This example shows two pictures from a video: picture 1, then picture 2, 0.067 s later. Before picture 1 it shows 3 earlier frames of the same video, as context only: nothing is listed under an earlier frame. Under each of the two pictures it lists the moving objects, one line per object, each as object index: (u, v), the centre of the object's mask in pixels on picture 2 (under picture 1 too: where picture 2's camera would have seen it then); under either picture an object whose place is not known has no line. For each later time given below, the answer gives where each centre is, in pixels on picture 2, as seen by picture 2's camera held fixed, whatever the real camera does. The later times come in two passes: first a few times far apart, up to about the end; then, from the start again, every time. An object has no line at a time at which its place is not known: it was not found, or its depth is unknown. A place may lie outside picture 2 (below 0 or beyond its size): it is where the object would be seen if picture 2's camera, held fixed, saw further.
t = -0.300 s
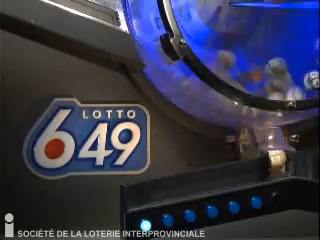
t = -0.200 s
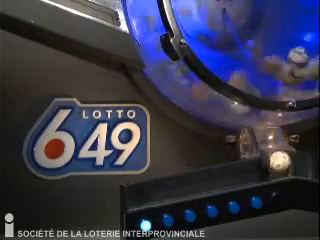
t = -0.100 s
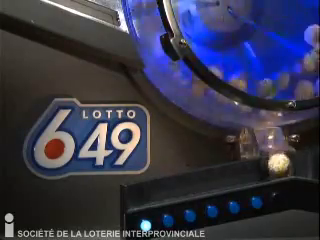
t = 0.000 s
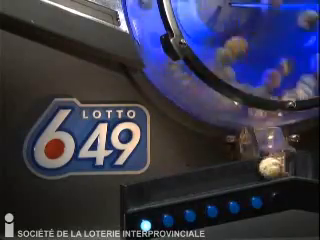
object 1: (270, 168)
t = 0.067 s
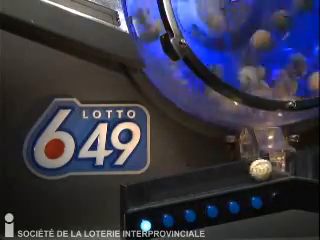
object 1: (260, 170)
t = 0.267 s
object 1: (226, 177)
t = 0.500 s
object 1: (162, 189)
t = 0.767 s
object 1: (174, 188)
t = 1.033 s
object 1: (191, 185)
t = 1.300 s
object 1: (172, 188)
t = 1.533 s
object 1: (144, 194)
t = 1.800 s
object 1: (161, 191)
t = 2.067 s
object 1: (142, 194)
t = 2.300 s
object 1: (148, 193)
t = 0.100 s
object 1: (255, 171)
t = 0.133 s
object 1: (251, 172)
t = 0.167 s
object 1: (246, 173)
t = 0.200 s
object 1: (240, 174)
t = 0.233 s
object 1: (234, 175)
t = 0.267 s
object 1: (226, 177)
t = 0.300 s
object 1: (219, 178)
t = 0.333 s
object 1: (210, 180)
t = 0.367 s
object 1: (202, 181)
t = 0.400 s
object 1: (192, 183)
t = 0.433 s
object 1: (182, 185)
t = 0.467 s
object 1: (173, 187)
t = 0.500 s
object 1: (162, 189)
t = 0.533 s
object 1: (151, 191)
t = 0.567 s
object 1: (140, 194)
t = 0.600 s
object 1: (144, 193)
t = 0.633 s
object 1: (151, 191)
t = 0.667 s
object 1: (158, 190)
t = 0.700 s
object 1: (164, 190)
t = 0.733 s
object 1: (170, 189)
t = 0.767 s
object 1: (174, 188)
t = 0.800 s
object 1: (179, 187)
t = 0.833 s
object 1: (182, 186)
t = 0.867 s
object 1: (185, 186)
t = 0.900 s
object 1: (188, 185)
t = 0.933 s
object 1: (189, 185)
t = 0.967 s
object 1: (190, 185)
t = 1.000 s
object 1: (191, 185)
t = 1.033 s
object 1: (191, 185)
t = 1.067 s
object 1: (191, 185)
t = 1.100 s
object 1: (189, 185)
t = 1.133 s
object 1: (188, 185)
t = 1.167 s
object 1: (186, 185)
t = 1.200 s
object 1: (183, 186)
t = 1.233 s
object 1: (180, 187)
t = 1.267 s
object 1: (176, 188)
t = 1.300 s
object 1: (172, 188)
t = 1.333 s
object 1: (167, 189)
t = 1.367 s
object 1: (161, 191)
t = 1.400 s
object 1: (155, 192)
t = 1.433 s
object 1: (149, 193)
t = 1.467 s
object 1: (141, 194)
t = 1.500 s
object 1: (139, 195)
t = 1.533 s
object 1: (144, 194)
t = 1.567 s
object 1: (148, 193)
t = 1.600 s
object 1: (152, 192)
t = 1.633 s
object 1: (155, 191)
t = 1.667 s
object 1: (157, 191)
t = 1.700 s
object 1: (159, 191)
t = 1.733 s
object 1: (161, 191)
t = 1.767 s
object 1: (161, 191)
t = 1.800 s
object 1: (161, 191)
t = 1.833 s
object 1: (160, 191)
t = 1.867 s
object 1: (160, 191)
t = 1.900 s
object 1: (158, 191)
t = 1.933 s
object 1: (156, 192)
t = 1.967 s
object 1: (153, 192)
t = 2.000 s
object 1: (150, 192)
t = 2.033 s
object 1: (146, 193)
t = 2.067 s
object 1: (142, 194)
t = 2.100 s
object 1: (138, 195)
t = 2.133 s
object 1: (141, 195)
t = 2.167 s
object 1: (143, 194)
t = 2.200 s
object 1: (145, 193)
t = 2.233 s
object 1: (147, 193)
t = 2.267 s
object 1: (148, 193)
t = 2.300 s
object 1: (148, 193)
